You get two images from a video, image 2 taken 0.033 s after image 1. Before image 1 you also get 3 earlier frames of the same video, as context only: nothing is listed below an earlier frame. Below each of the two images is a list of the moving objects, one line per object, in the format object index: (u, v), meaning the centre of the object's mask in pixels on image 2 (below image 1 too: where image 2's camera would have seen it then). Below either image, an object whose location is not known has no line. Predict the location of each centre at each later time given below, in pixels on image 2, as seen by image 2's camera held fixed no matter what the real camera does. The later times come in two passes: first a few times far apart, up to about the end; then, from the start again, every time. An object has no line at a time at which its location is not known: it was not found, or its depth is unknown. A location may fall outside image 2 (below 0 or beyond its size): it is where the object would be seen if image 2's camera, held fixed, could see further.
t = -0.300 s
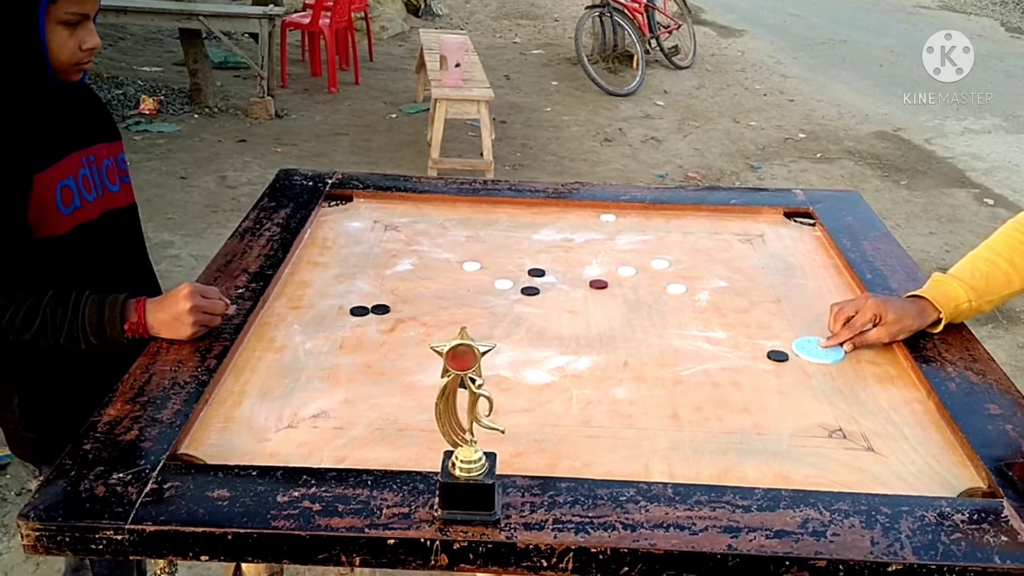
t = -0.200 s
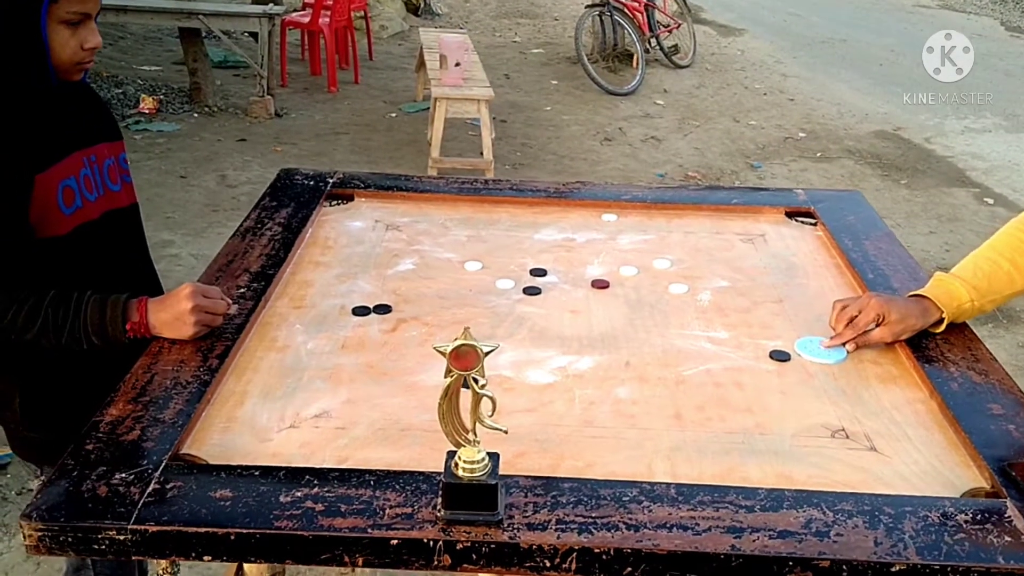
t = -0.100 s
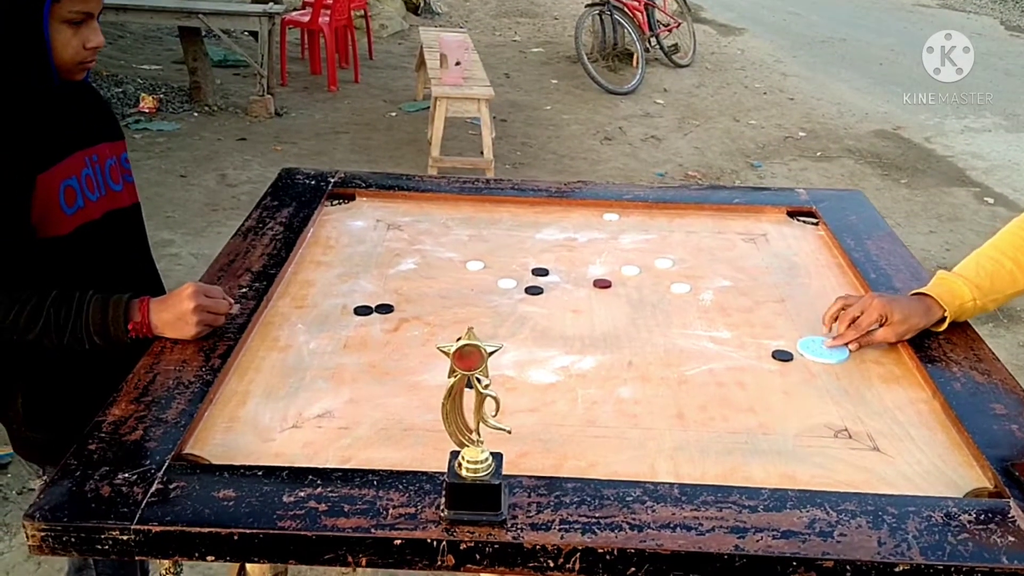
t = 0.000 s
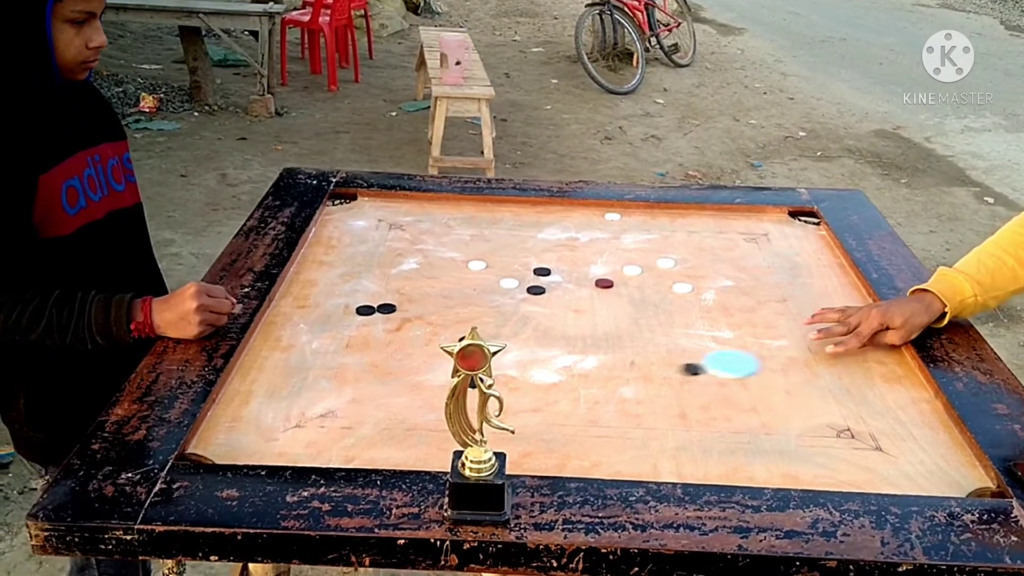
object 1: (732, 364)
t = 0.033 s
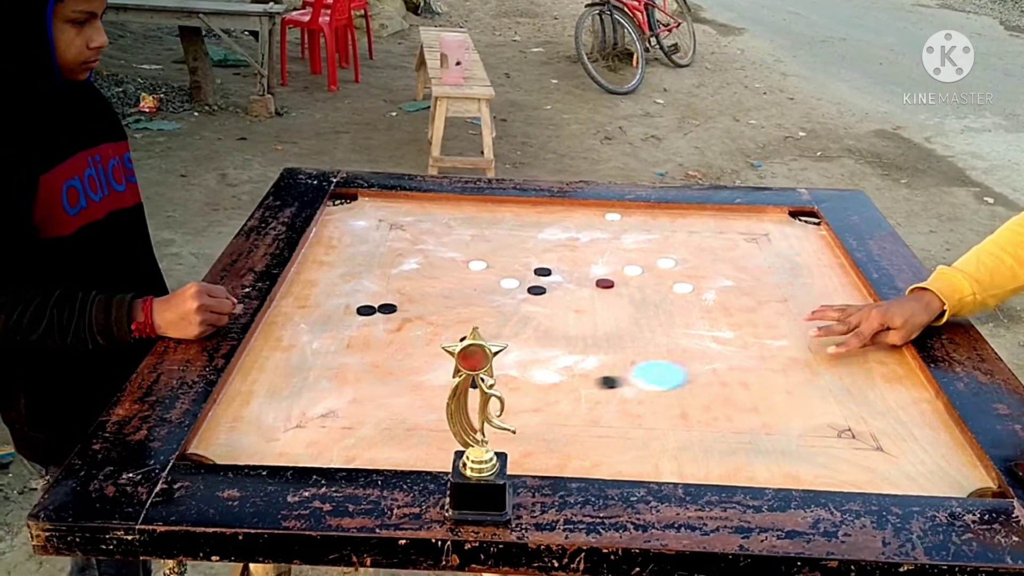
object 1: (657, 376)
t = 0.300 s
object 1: (340, 434)
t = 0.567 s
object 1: (650, 423)
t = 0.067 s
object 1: (583, 388)
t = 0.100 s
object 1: (517, 400)
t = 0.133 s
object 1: (422, 414)
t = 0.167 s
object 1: (340, 428)
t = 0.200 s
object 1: (254, 441)
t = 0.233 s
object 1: (249, 438)
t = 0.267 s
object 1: (295, 436)
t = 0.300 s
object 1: (340, 434)
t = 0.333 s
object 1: (382, 432)
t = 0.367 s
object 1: (423, 431)
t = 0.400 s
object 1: (445, 432)
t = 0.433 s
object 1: (512, 427)
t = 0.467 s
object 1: (543, 426)
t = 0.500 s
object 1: (578, 425)
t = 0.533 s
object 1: (614, 424)
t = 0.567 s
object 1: (650, 423)
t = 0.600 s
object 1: (684, 423)
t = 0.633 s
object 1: (717, 422)
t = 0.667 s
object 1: (750, 421)
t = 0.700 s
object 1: (783, 421)
